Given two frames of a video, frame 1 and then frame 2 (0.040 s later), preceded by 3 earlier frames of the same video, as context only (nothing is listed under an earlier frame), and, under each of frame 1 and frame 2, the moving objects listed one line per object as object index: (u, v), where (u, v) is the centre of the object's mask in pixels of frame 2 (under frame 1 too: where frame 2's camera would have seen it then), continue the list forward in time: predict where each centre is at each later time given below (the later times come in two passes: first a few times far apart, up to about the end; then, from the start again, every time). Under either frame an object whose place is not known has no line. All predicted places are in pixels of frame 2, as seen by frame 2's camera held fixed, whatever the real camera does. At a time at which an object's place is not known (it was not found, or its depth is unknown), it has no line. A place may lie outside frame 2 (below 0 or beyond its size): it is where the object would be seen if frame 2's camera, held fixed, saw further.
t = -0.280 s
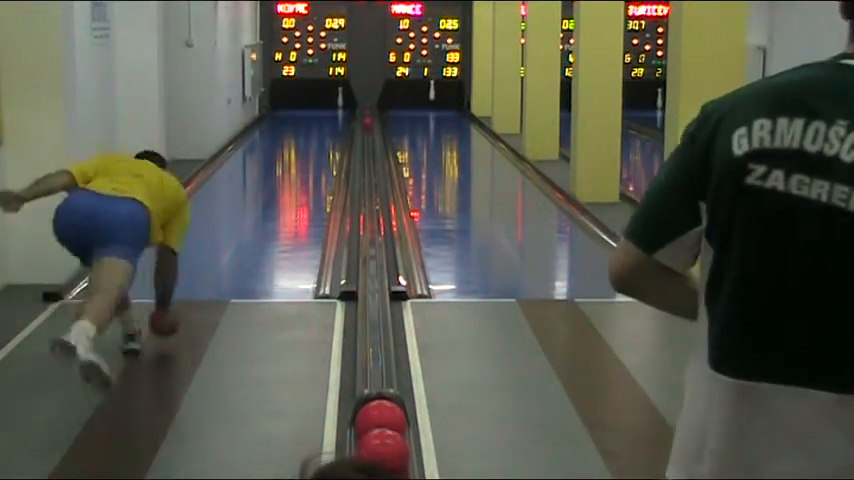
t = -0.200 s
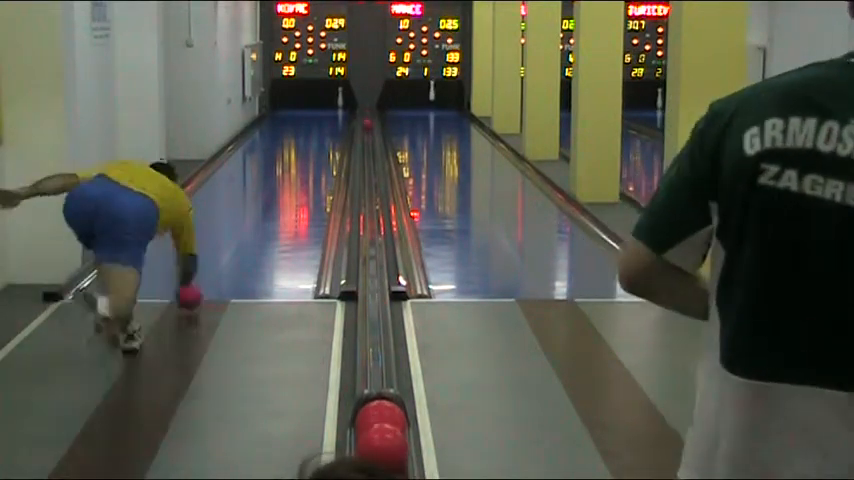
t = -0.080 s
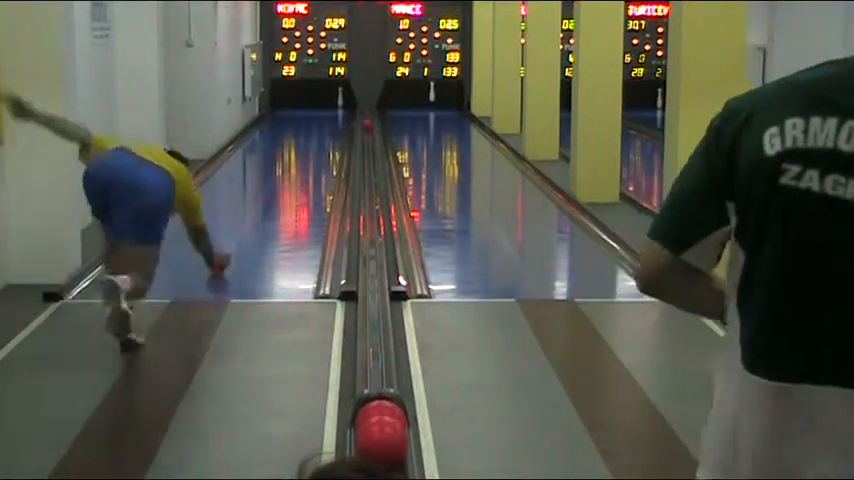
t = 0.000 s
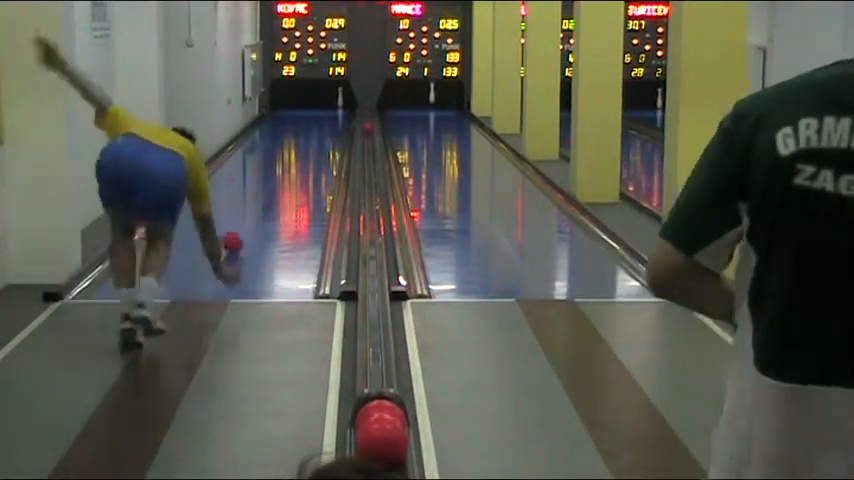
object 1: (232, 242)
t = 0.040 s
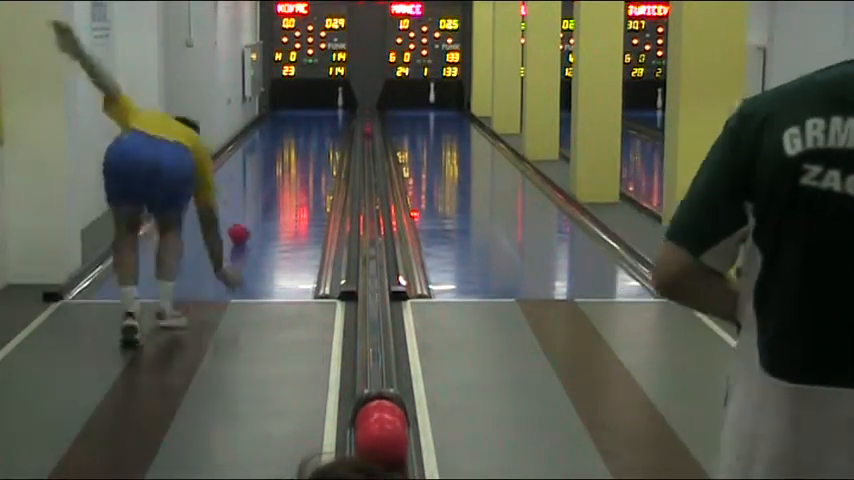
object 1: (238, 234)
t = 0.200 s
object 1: (260, 205)
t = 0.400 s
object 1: (281, 180)
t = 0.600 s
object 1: (294, 162)
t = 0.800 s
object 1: (308, 145)
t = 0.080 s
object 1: (244, 226)
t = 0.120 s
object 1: (250, 219)
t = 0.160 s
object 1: (256, 212)
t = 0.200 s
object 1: (260, 205)
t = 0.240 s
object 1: (264, 202)
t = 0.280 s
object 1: (269, 197)
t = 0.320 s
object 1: (273, 191)
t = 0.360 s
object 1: (278, 186)
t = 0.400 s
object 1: (281, 180)
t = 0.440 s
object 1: (284, 176)
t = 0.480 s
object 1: (287, 172)
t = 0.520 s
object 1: (289, 168)
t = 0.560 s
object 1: (293, 164)
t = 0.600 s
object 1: (294, 162)
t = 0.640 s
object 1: (296, 159)
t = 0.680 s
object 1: (300, 158)
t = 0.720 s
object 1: (302, 156)
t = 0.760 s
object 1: (305, 148)
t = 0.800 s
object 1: (308, 145)
